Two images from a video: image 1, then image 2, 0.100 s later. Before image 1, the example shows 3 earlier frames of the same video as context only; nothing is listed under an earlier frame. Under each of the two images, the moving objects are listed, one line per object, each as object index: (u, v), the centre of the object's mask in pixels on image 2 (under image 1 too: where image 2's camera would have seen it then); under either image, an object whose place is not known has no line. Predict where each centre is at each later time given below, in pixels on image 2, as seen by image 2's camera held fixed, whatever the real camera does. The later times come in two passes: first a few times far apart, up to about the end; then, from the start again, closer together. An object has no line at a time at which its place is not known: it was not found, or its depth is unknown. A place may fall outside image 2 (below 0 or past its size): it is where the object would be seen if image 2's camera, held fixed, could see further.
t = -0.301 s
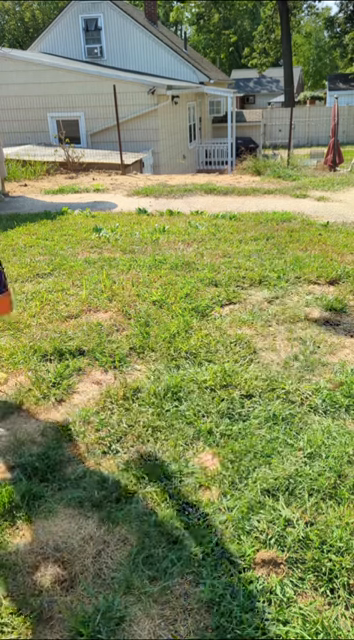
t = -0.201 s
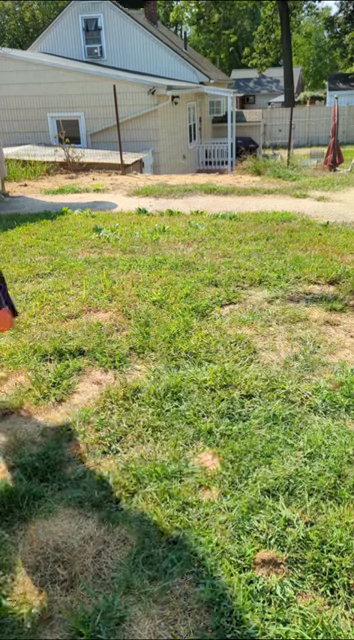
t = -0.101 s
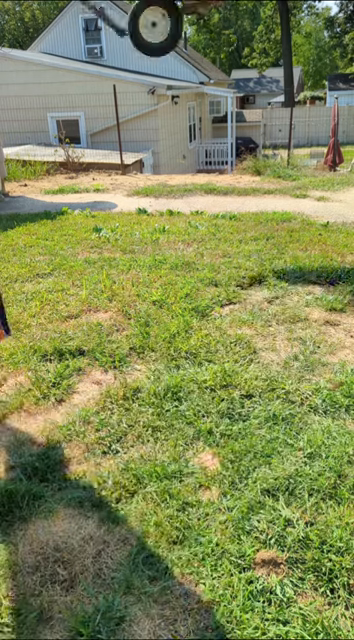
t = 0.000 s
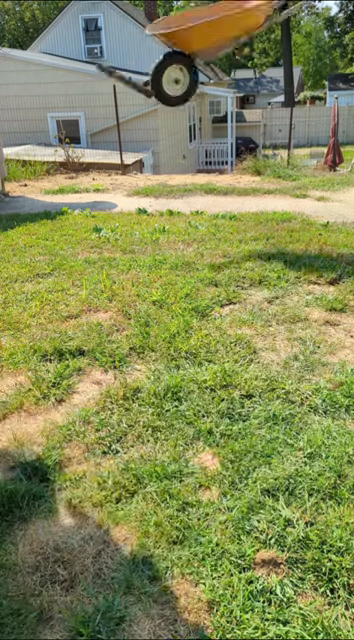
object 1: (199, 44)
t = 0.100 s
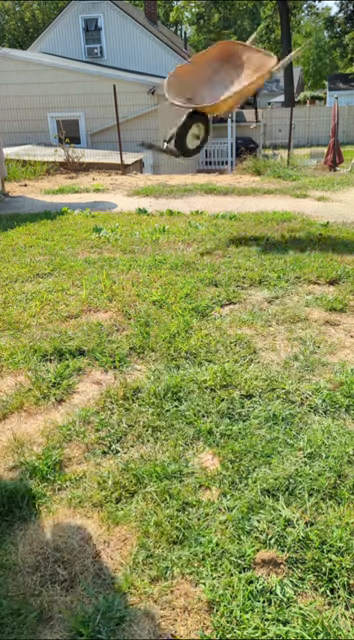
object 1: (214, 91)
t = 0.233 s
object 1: (227, 160)
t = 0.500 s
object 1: (228, 168)
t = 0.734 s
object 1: (238, 164)
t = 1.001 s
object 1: (213, 169)
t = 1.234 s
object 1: (194, 175)
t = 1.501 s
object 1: (181, 174)
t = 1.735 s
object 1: (186, 175)
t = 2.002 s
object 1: (185, 175)
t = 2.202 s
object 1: (186, 175)
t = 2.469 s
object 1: (186, 175)
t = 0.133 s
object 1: (218, 104)
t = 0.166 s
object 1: (222, 121)
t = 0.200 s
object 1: (224, 141)
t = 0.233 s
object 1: (227, 160)
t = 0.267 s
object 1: (230, 173)
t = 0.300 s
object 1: (228, 175)
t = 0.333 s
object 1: (226, 183)
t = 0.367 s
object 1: (229, 183)
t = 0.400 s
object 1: (229, 180)
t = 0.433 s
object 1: (233, 174)
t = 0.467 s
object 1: (232, 170)
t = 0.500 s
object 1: (228, 168)
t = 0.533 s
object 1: (233, 165)
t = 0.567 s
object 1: (233, 163)
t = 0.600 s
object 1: (237, 163)
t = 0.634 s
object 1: (237, 164)
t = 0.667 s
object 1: (238, 164)
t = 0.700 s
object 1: (239, 165)
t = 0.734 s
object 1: (238, 164)
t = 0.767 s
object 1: (236, 164)
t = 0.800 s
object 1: (234, 163)
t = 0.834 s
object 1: (230, 165)
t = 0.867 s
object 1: (227, 165)
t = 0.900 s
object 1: (224, 166)
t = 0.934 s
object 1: (221, 169)
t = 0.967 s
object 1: (218, 167)
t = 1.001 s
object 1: (213, 169)
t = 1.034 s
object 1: (209, 168)
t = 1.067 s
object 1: (209, 168)
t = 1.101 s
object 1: (206, 169)
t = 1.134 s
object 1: (203, 170)
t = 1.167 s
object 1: (200, 170)
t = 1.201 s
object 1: (197, 173)
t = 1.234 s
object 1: (194, 175)
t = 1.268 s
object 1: (191, 175)
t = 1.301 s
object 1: (189, 175)
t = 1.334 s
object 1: (187, 175)
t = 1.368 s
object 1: (188, 174)
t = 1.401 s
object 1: (186, 174)
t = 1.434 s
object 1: (185, 174)
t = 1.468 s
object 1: (184, 174)
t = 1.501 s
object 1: (181, 174)
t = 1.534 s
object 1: (184, 174)
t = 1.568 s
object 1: (184, 174)
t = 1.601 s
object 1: (185, 174)
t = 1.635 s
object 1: (185, 175)
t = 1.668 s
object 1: (186, 175)
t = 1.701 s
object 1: (186, 175)
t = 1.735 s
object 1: (186, 175)
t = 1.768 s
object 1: (186, 175)
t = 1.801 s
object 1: (186, 175)
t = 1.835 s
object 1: (186, 175)
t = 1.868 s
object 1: (186, 175)
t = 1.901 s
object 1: (186, 175)
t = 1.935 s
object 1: (186, 175)
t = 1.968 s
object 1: (185, 175)
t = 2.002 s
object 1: (185, 175)
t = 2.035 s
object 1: (185, 175)
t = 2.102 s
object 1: (186, 175)
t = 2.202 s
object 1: (186, 175)
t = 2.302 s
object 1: (186, 175)
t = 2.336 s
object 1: (186, 175)
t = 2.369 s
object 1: (186, 175)
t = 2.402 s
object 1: (186, 175)
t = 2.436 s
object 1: (186, 175)
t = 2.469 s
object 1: (186, 175)
